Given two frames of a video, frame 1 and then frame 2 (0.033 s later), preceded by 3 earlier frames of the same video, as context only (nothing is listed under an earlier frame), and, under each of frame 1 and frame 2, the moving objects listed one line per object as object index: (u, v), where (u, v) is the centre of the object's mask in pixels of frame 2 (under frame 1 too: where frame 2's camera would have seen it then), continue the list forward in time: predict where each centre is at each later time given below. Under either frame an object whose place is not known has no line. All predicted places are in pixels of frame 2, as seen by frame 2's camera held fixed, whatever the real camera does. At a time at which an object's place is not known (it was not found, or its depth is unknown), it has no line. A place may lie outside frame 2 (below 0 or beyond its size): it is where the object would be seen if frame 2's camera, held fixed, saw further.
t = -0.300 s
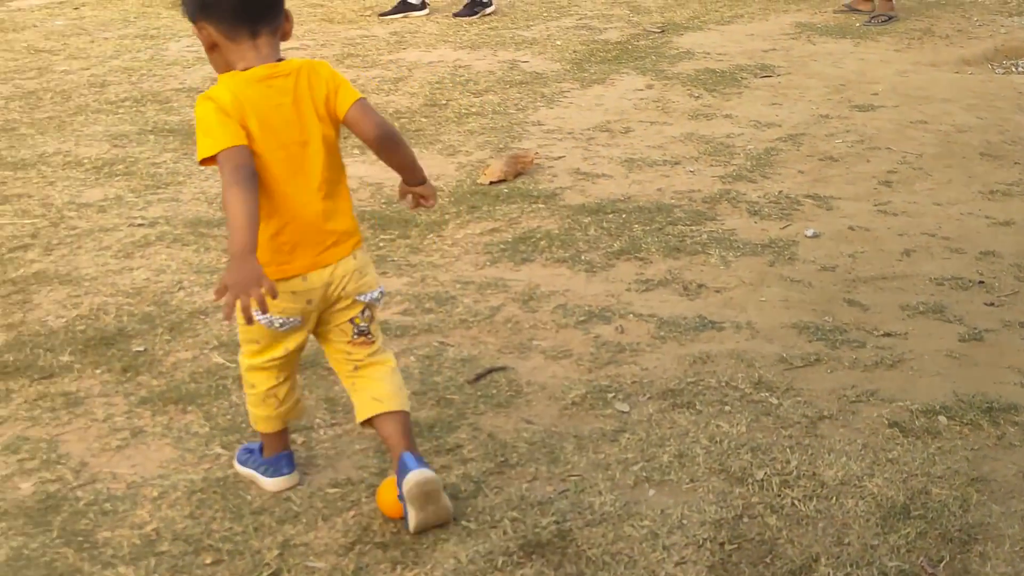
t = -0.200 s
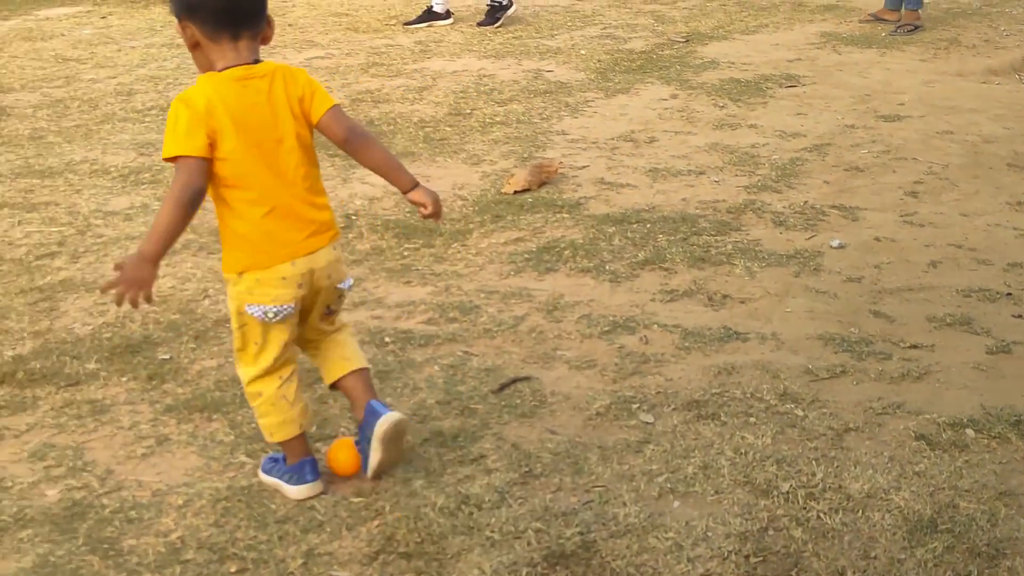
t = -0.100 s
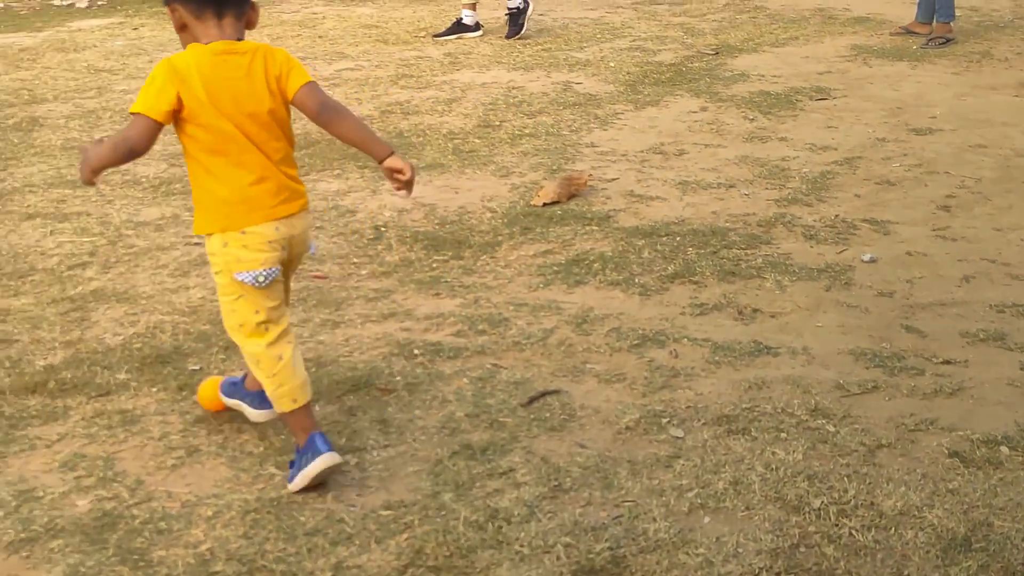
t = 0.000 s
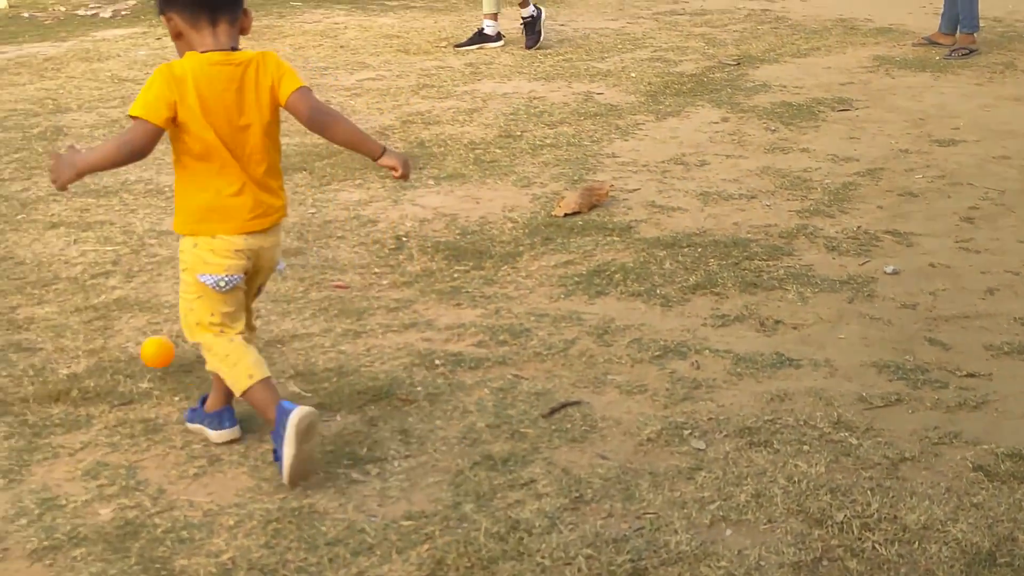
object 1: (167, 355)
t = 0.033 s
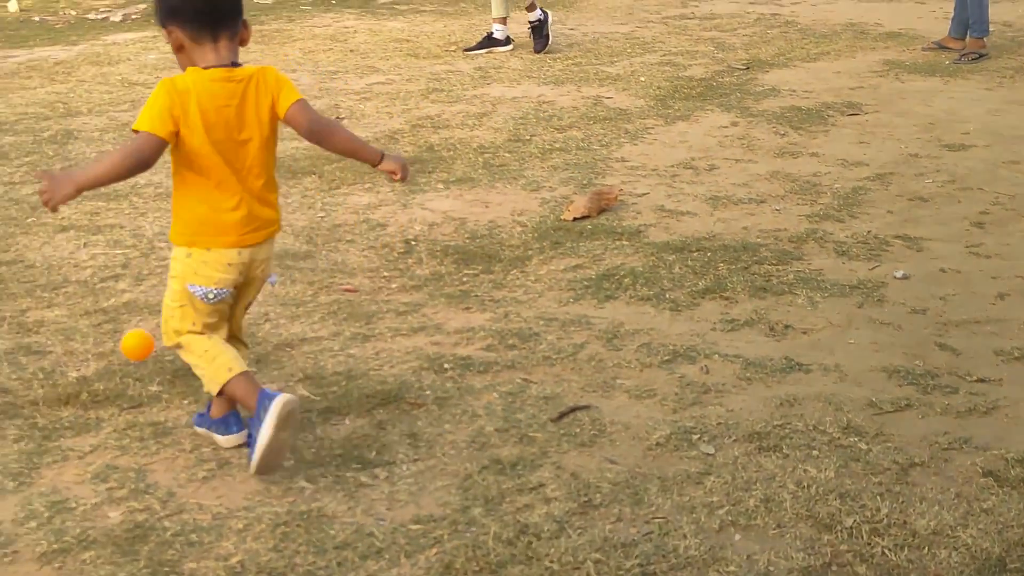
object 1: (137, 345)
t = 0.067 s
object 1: (110, 340)
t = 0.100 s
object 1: (86, 340)
